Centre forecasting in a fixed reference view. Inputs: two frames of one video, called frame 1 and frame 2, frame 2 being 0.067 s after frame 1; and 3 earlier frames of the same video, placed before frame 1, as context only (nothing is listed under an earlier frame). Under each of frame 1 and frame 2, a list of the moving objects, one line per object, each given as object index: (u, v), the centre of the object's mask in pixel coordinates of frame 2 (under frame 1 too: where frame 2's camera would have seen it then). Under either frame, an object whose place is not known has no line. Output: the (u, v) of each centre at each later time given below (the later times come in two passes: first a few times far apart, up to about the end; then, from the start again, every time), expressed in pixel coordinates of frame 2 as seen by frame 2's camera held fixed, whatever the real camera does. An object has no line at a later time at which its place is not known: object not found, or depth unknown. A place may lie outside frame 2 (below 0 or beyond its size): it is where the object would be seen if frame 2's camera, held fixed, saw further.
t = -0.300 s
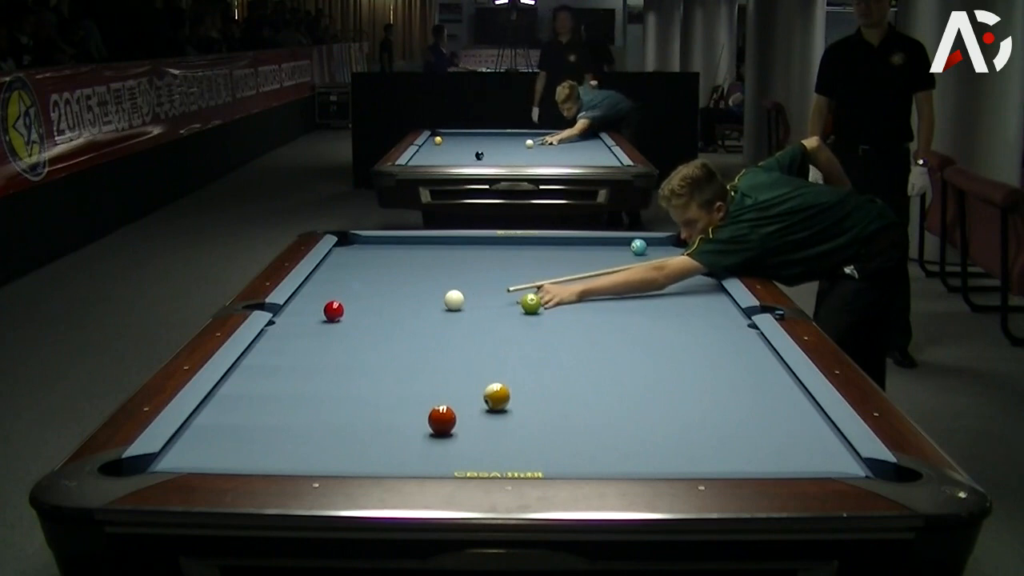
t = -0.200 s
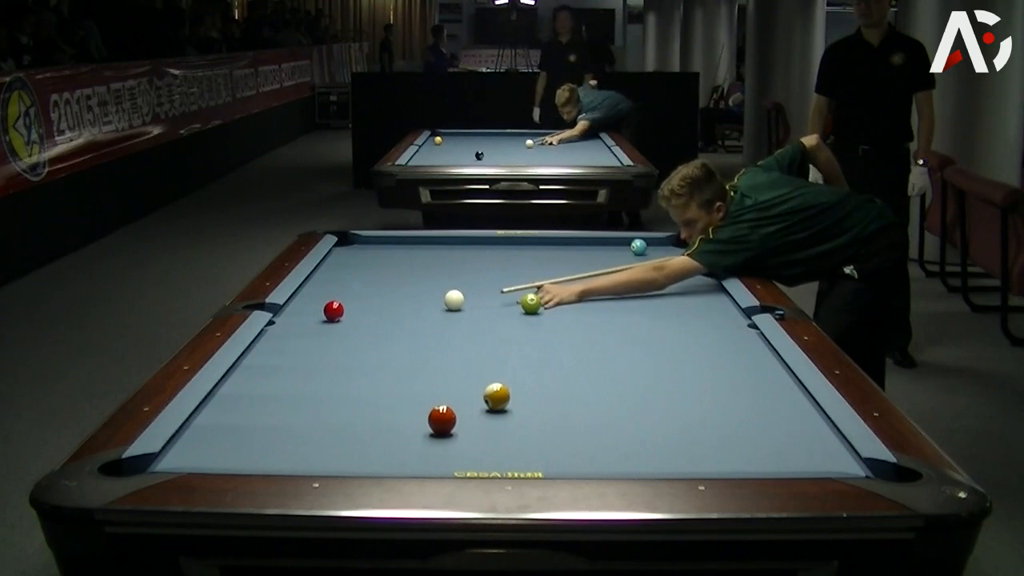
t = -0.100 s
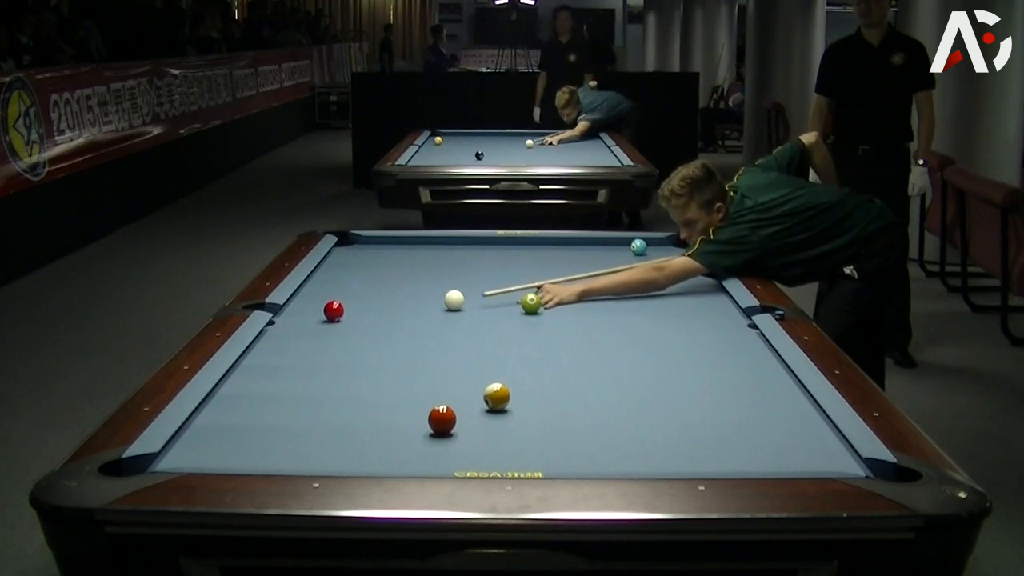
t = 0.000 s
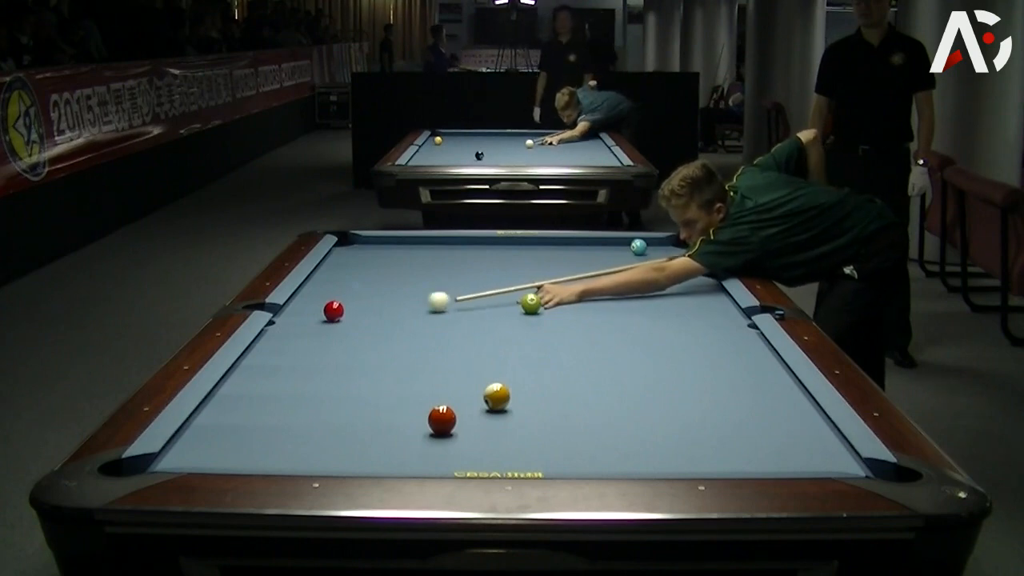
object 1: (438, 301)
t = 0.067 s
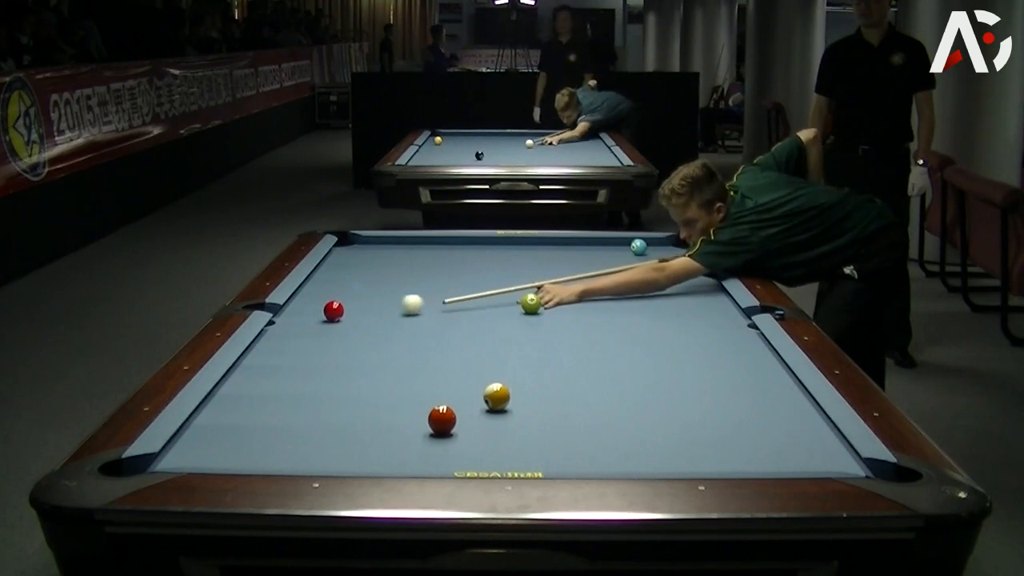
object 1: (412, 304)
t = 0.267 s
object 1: (354, 311)
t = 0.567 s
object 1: (330, 320)
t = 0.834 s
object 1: (305, 329)
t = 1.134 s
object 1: (279, 338)
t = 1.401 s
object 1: (263, 346)
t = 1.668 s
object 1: (266, 352)
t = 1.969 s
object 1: (270, 359)
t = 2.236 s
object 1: (273, 365)
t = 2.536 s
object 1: (276, 372)
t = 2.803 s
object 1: (279, 377)
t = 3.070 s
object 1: (282, 381)
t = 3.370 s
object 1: (284, 386)
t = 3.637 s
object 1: (287, 389)
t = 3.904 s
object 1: (289, 392)
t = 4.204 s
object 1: (290, 394)
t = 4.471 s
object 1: (291, 396)
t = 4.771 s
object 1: (291, 397)
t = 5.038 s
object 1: (291, 397)
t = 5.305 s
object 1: (291, 397)
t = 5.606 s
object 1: (291, 397)
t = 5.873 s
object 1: (291, 397)
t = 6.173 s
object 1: (291, 397)
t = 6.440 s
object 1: (291, 397)
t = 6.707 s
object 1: (291, 397)
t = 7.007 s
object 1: (291, 397)
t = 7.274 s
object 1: (291, 397)
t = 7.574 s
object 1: (291, 397)
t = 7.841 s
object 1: (291, 397)
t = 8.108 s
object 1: (291, 397)
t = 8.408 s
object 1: (291, 397)
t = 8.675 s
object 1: (291, 397)
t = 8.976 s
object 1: (291, 397)
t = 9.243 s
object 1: (291, 397)
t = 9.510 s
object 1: (291, 397)
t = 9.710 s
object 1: (291, 397)
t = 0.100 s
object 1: (400, 305)
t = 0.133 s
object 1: (388, 307)
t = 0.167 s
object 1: (377, 308)
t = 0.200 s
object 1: (366, 309)
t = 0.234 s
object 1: (355, 310)
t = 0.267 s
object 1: (354, 311)
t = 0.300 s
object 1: (352, 312)
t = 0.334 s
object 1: (350, 313)
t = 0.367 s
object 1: (347, 314)
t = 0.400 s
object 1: (345, 315)
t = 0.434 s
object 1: (342, 316)
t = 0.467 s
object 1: (339, 317)
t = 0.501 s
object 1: (335, 318)
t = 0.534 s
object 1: (333, 320)
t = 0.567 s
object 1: (330, 320)
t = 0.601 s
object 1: (327, 321)
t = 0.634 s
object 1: (324, 322)
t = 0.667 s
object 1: (321, 324)
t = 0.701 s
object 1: (318, 325)
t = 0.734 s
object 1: (315, 326)
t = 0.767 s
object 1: (311, 327)
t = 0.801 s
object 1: (309, 327)
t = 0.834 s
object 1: (305, 329)
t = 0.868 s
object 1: (303, 330)
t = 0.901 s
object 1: (300, 331)
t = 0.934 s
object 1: (297, 332)
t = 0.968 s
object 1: (294, 333)
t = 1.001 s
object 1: (291, 334)
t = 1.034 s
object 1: (288, 335)
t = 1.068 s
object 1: (285, 336)
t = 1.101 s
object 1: (282, 337)
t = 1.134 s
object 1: (279, 338)
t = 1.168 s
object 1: (276, 339)
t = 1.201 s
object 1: (273, 340)
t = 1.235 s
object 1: (270, 341)
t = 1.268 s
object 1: (267, 342)
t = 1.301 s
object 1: (265, 343)
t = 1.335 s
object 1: (262, 344)
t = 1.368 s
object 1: (263, 345)
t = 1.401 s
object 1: (263, 346)
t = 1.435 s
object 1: (263, 346)
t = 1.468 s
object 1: (264, 347)
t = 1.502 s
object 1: (264, 348)
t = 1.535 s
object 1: (264, 348)
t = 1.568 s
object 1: (265, 349)
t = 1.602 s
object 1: (265, 350)
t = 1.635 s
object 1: (266, 351)
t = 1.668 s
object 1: (266, 352)
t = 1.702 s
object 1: (266, 352)
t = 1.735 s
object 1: (267, 353)
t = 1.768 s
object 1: (267, 354)
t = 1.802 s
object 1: (268, 355)
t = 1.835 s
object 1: (268, 356)
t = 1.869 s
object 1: (269, 356)
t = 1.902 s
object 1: (269, 357)
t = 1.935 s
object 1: (270, 358)
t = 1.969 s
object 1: (270, 359)
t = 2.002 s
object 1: (270, 360)
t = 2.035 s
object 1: (271, 361)
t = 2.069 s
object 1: (271, 361)
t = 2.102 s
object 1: (272, 362)
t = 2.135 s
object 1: (272, 363)
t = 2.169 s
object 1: (272, 364)
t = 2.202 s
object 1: (273, 364)
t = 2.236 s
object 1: (273, 365)
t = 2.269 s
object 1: (273, 366)
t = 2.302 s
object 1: (274, 367)
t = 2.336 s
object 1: (274, 367)
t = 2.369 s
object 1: (274, 368)
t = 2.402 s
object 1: (275, 369)
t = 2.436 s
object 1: (275, 369)
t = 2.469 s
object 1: (275, 370)
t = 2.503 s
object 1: (276, 371)
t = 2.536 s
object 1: (276, 372)
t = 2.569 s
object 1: (277, 372)
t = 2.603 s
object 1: (277, 373)
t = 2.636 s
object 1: (277, 373)
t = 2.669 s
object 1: (278, 374)
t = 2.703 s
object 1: (278, 375)
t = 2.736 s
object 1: (278, 376)
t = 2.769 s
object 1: (279, 376)
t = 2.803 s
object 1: (279, 377)
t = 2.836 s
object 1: (279, 377)
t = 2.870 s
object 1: (280, 378)
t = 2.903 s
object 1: (280, 379)
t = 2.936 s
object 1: (280, 379)
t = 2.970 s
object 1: (281, 380)
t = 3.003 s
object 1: (281, 380)
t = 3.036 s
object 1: (281, 381)
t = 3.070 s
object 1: (282, 381)
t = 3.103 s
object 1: (282, 382)
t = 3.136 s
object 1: (282, 382)
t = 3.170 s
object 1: (283, 383)
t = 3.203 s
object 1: (283, 383)
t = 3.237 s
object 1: (283, 384)
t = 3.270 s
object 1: (283, 384)
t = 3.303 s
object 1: (284, 385)
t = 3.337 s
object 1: (284, 386)
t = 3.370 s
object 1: (284, 386)
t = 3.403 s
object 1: (284, 386)
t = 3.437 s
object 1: (285, 387)
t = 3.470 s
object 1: (285, 387)
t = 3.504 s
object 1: (285, 388)
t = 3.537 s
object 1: (286, 388)
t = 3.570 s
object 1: (286, 388)
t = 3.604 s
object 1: (286, 389)
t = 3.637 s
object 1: (287, 389)
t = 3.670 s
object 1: (287, 390)
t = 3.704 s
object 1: (287, 390)
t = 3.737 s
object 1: (288, 391)
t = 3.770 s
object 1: (288, 391)
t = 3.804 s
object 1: (288, 391)
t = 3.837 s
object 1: (288, 392)
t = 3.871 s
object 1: (288, 392)
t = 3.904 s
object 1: (289, 392)
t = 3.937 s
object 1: (289, 393)
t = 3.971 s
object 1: (289, 393)
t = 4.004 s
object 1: (289, 393)
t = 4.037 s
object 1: (289, 393)
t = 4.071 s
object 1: (290, 394)
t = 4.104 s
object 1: (290, 394)
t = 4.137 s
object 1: (290, 394)
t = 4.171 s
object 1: (290, 394)
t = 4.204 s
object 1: (290, 394)
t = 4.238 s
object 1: (290, 395)
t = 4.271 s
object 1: (290, 395)
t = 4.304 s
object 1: (291, 395)
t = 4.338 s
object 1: (291, 395)
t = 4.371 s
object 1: (291, 396)
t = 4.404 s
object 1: (291, 396)
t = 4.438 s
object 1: (291, 396)
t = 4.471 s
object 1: (291, 396)
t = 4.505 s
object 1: (291, 396)
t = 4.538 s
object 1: (291, 396)
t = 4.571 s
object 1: (291, 396)
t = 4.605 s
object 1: (291, 396)
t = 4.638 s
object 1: (291, 397)
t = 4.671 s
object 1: (292, 397)
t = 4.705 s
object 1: (292, 397)
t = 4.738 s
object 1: (291, 397)
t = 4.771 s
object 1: (291, 397)
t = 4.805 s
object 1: (291, 397)
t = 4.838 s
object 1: (291, 397)
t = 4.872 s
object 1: (291, 397)
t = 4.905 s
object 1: (291, 397)
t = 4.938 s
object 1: (291, 397)
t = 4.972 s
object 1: (291, 397)
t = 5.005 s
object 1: (291, 397)
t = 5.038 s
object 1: (291, 397)
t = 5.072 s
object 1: (291, 397)
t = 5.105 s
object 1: (291, 397)
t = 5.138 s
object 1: (291, 397)
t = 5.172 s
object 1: (291, 397)
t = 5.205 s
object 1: (291, 397)
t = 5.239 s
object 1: (291, 397)
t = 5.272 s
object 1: (291, 397)
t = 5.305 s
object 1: (291, 397)
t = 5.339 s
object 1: (291, 397)
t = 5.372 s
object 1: (291, 397)
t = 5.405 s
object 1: (291, 397)
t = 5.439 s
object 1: (291, 397)
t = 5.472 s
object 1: (291, 397)
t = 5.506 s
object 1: (291, 397)
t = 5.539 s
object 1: (291, 397)
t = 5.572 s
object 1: (291, 397)
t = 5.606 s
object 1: (291, 397)
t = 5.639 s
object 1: (291, 397)
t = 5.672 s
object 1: (291, 397)
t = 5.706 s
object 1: (291, 397)
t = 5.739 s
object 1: (291, 397)
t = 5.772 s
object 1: (291, 397)
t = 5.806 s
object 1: (291, 397)
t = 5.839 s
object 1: (291, 397)
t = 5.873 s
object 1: (291, 397)
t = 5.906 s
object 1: (291, 397)
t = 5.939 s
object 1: (291, 397)
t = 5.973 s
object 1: (291, 397)
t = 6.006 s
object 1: (291, 397)
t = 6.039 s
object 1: (291, 397)
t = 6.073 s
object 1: (291, 397)
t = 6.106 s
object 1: (291, 397)
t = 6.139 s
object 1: (291, 397)
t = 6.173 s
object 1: (291, 397)
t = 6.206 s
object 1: (291, 397)
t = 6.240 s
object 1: (291, 397)
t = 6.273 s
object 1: (291, 397)
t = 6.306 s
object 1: (291, 397)
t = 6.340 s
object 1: (291, 397)
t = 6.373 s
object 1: (291, 397)
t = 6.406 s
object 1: (291, 397)
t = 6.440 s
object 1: (291, 397)
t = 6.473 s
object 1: (291, 397)
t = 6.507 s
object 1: (291, 397)
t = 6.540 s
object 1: (291, 397)
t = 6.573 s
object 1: (291, 397)
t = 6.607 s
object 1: (291, 397)
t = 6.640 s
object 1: (291, 397)
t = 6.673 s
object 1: (291, 397)
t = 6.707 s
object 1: (291, 397)
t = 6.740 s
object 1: (291, 397)
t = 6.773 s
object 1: (291, 397)
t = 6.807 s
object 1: (291, 397)
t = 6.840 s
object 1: (291, 397)
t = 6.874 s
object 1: (291, 397)
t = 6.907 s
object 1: (291, 397)
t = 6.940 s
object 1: (291, 397)
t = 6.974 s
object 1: (291, 397)
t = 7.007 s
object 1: (291, 397)
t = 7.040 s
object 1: (291, 397)
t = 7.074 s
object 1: (291, 397)
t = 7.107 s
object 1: (291, 397)
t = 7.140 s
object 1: (291, 397)
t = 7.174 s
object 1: (291, 397)
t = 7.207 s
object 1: (291, 397)
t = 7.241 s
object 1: (291, 397)
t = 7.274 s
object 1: (291, 397)
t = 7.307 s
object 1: (291, 397)
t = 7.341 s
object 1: (291, 397)
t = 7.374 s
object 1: (291, 397)
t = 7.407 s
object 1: (291, 397)
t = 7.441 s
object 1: (291, 397)
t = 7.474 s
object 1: (291, 397)
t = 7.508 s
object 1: (291, 397)
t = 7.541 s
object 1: (291, 397)
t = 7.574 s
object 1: (291, 397)
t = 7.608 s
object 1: (291, 397)
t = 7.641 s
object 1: (291, 397)
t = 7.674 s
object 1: (291, 397)
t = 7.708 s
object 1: (291, 397)
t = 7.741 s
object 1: (291, 397)
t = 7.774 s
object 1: (291, 397)
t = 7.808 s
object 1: (291, 397)
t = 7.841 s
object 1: (291, 397)
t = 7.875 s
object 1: (291, 397)
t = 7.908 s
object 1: (291, 397)
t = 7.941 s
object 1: (291, 397)
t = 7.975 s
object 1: (291, 397)
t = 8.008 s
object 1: (291, 397)
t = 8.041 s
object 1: (291, 397)
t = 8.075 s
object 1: (291, 397)
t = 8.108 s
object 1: (291, 397)
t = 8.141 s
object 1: (291, 397)
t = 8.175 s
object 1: (291, 397)
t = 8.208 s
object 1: (291, 397)
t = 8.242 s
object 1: (291, 397)
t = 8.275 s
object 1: (291, 397)
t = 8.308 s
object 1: (291, 397)
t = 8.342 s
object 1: (291, 397)
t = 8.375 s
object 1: (291, 397)
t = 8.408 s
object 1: (291, 397)
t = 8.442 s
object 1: (291, 397)
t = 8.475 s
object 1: (291, 397)
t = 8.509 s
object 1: (291, 397)
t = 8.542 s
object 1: (291, 397)
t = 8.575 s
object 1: (291, 397)
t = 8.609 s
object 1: (291, 397)
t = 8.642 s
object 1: (291, 397)
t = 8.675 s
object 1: (291, 397)
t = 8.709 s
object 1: (291, 397)
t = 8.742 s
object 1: (291, 397)
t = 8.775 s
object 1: (291, 397)
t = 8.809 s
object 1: (291, 397)
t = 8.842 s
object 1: (291, 397)
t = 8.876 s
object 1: (291, 397)
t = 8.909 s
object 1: (291, 397)
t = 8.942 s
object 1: (291, 397)
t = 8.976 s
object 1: (291, 397)
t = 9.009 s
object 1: (291, 397)
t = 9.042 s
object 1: (291, 397)
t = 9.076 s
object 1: (291, 397)
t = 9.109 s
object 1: (291, 397)
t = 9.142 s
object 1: (291, 397)
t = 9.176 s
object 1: (291, 397)
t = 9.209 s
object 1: (291, 397)
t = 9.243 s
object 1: (291, 397)
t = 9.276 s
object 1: (291, 397)
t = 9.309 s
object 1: (291, 397)
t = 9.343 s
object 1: (291, 397)
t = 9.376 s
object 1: (291, 397)
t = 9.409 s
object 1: (291, 397)
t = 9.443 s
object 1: (291, 397)
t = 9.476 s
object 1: (291, 397)
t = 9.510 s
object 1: (291, 397)
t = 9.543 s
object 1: (291, 397)
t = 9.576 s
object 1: (291, 397)
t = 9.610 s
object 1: (291, 397)
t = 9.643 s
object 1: (291, 397)
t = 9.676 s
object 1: (291, 397)
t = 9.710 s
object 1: (291, 397)
